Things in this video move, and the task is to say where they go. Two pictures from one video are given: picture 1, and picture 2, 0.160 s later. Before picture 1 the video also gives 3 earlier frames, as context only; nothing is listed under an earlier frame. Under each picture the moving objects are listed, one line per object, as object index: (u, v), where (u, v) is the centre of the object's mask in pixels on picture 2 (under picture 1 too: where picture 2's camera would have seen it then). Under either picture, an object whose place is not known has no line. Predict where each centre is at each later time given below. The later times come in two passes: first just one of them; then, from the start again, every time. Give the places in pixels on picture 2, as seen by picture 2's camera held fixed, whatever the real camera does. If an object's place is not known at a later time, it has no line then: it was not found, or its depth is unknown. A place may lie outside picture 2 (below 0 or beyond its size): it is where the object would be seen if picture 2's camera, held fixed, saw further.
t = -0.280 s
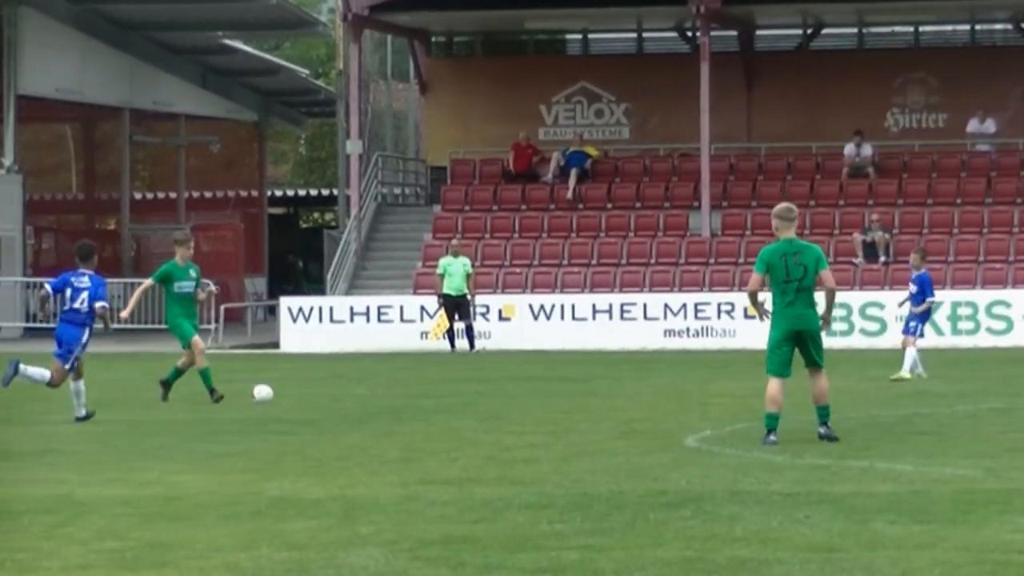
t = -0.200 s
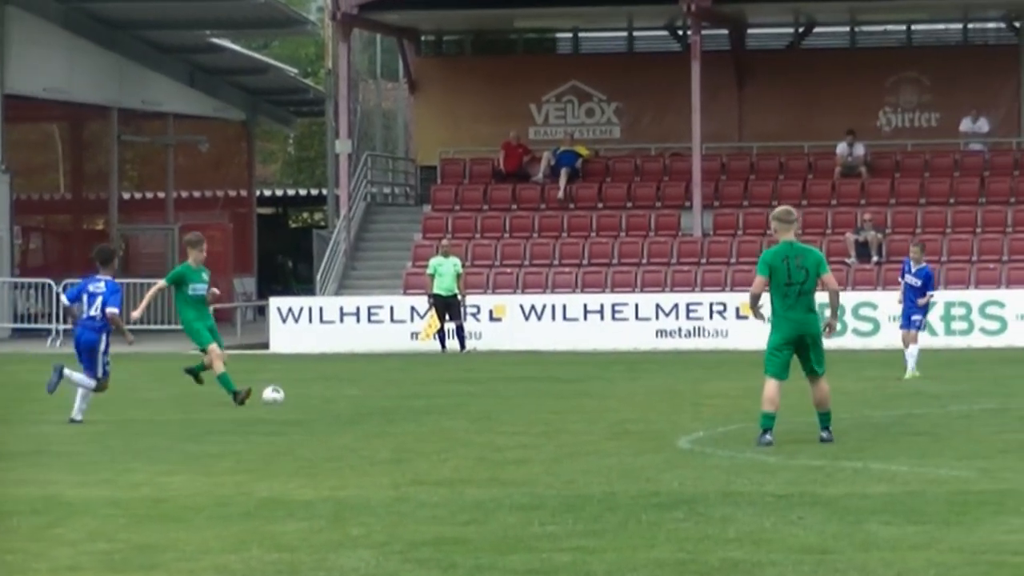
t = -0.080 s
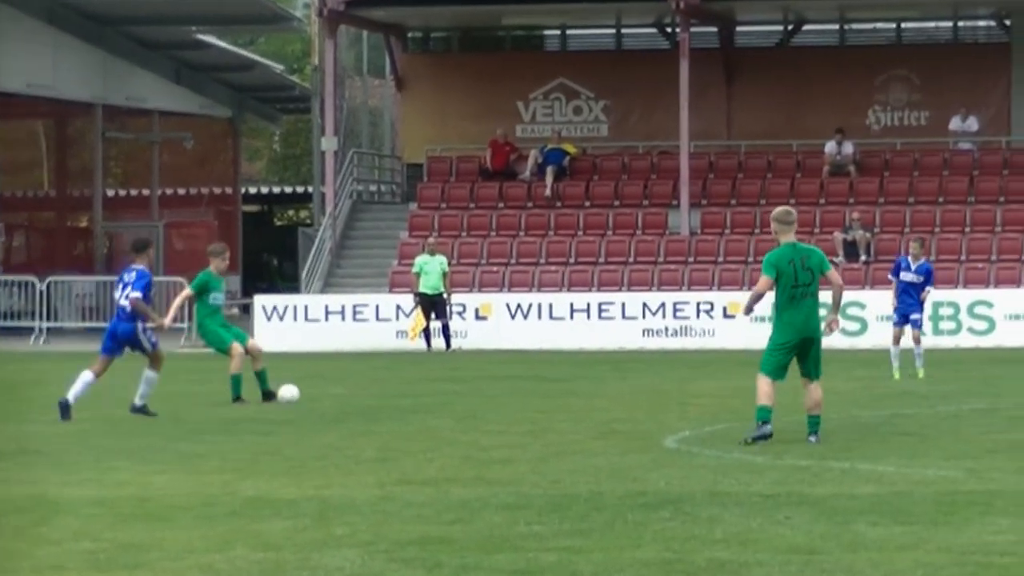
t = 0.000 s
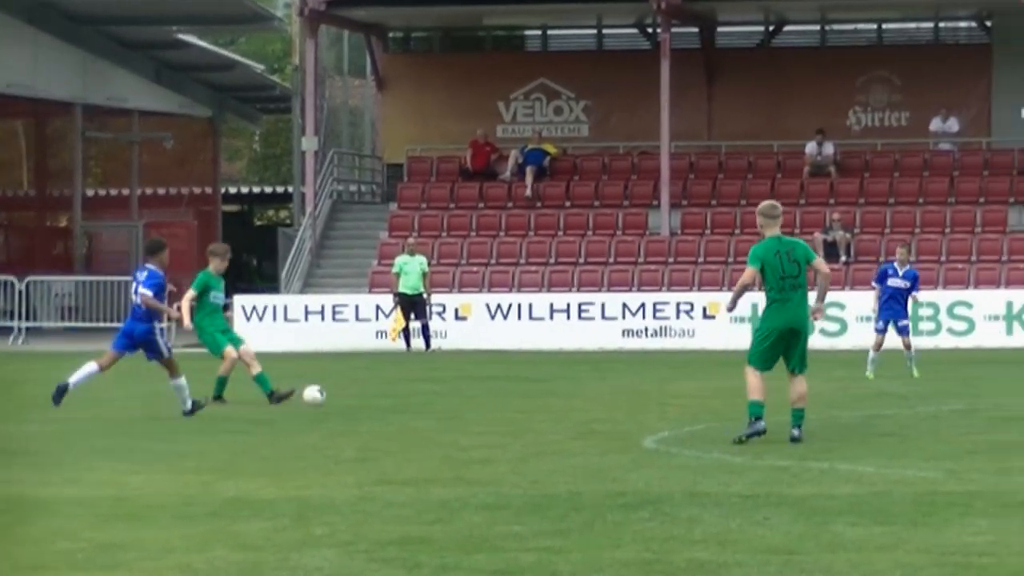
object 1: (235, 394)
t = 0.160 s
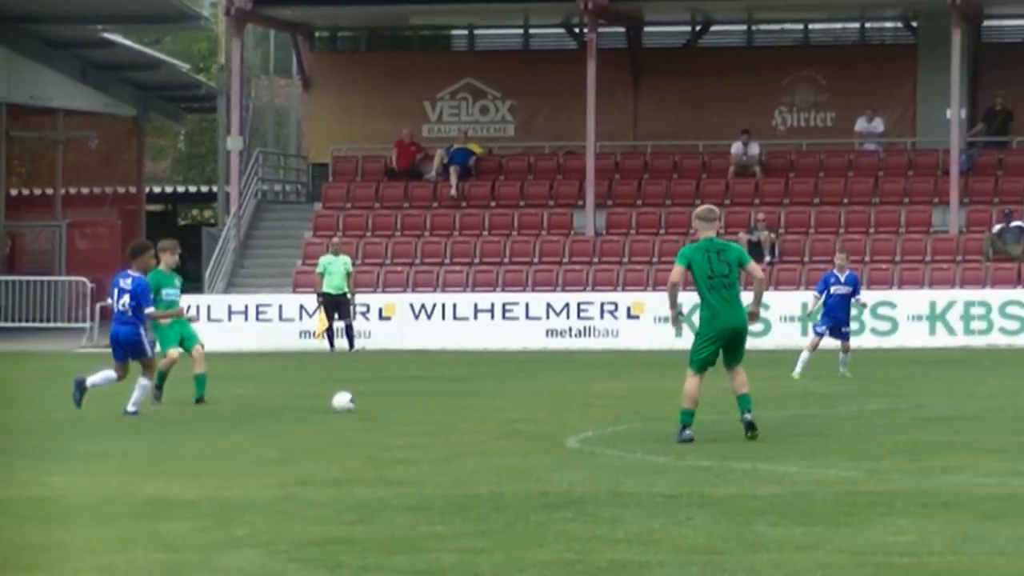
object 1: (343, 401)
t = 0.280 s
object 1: (419, 405)
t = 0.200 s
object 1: (369, 403)
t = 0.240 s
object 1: (395, 404)
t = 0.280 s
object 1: (419, 405)
